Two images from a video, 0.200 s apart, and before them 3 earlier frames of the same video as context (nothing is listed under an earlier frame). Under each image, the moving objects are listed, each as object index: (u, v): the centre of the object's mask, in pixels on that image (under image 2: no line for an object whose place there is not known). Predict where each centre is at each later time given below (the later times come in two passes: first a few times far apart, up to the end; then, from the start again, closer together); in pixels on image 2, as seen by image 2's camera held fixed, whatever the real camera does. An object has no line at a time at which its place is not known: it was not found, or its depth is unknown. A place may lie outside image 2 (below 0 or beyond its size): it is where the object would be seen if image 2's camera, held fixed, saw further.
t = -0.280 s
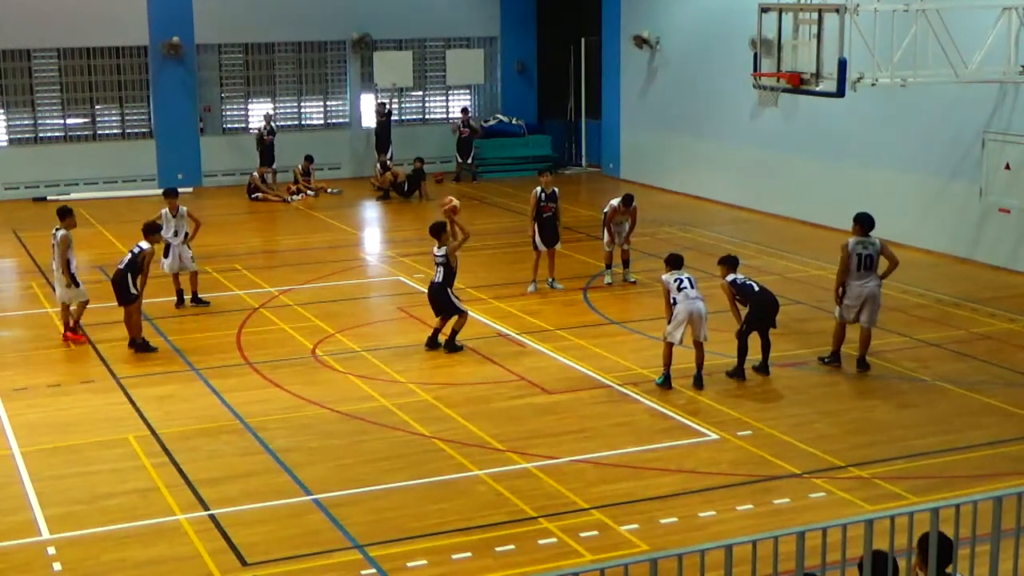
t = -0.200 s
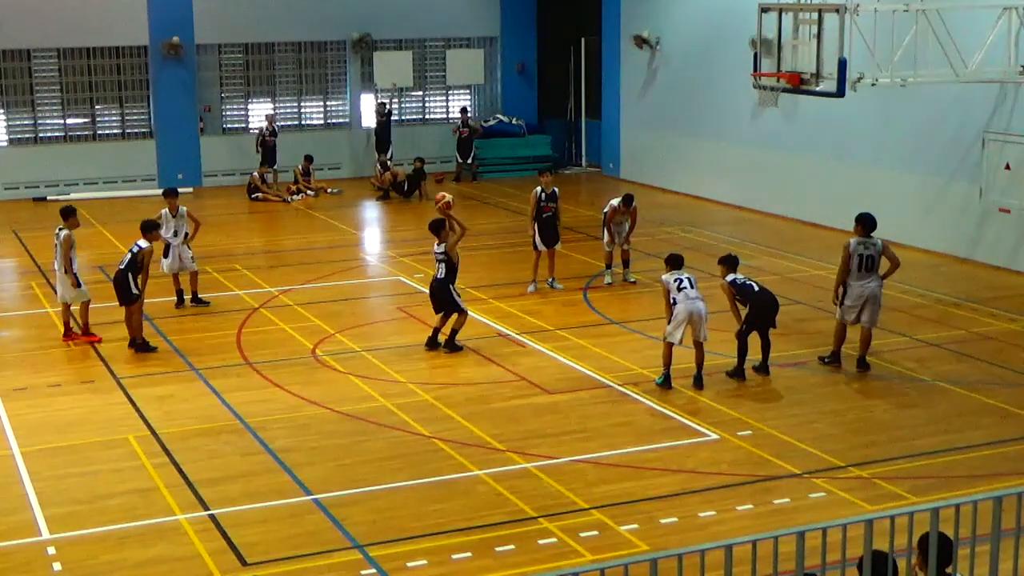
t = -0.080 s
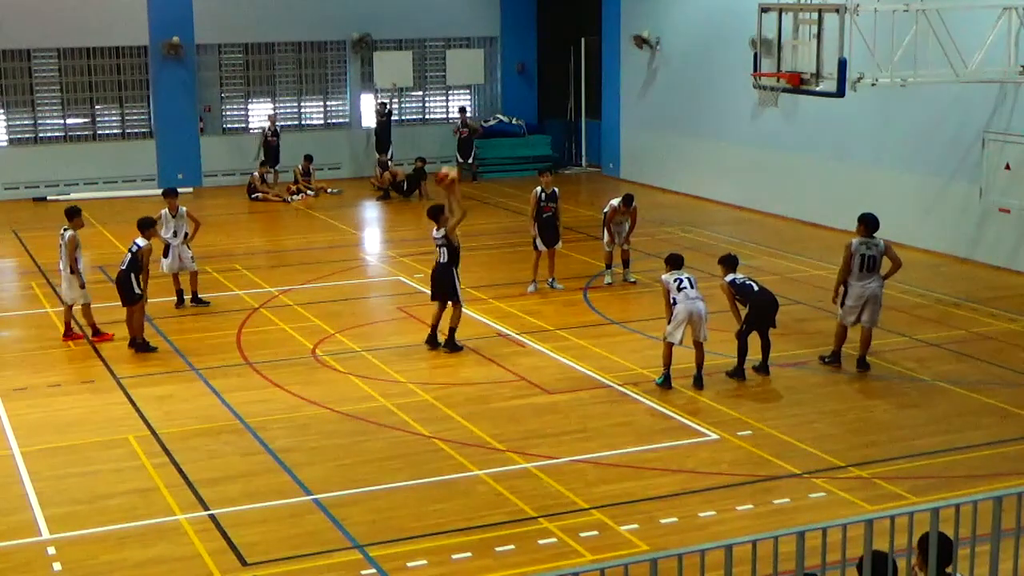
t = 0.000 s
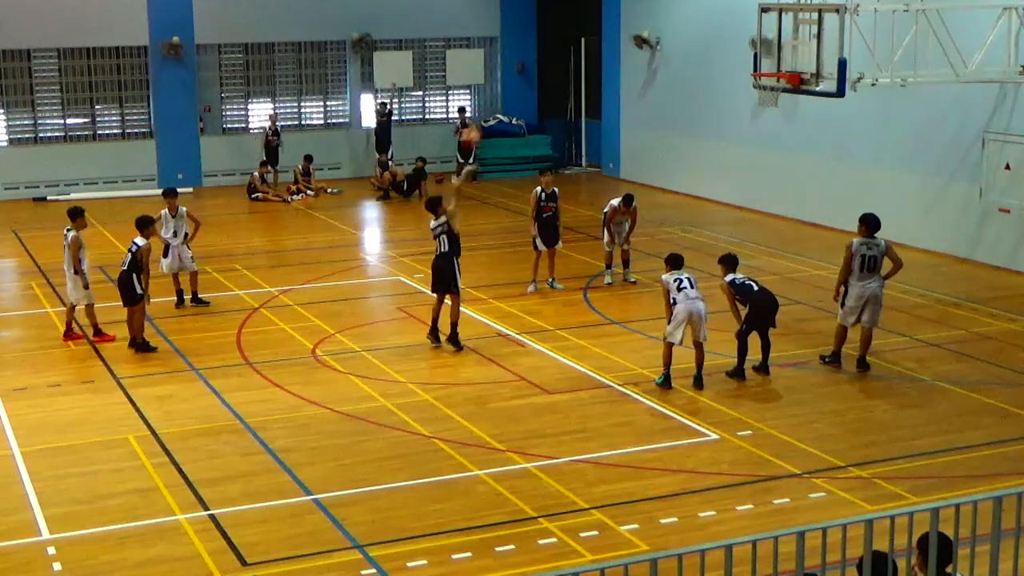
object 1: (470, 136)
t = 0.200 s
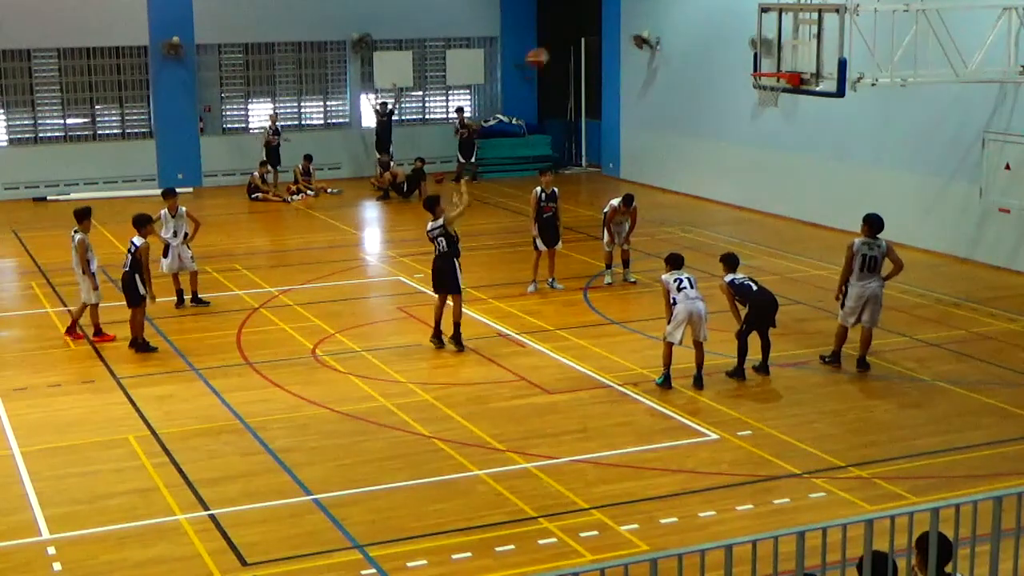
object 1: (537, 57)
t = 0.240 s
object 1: (550, 48)
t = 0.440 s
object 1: (614, 8)
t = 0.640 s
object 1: (675, 6)
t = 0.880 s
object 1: (746, 39)
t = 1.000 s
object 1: (775, 69)
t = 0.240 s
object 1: (550, 48)
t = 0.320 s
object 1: (576, 28)
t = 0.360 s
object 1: (589, 20)
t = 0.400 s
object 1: (601, 13)
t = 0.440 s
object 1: (614, 8)
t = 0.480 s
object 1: (626, 7)
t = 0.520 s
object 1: (638, 6)
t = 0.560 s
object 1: (651, 5)
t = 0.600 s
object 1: (663, 6)
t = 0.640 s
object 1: (675, 6)
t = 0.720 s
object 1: (699, 11)
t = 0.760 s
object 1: (711, 16)
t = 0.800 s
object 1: (723, 22)
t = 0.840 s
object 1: (734, 30)
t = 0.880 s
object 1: (746, 39)
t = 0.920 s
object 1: (755, 47)
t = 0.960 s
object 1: (768, 59)
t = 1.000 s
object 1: (775, 69)
